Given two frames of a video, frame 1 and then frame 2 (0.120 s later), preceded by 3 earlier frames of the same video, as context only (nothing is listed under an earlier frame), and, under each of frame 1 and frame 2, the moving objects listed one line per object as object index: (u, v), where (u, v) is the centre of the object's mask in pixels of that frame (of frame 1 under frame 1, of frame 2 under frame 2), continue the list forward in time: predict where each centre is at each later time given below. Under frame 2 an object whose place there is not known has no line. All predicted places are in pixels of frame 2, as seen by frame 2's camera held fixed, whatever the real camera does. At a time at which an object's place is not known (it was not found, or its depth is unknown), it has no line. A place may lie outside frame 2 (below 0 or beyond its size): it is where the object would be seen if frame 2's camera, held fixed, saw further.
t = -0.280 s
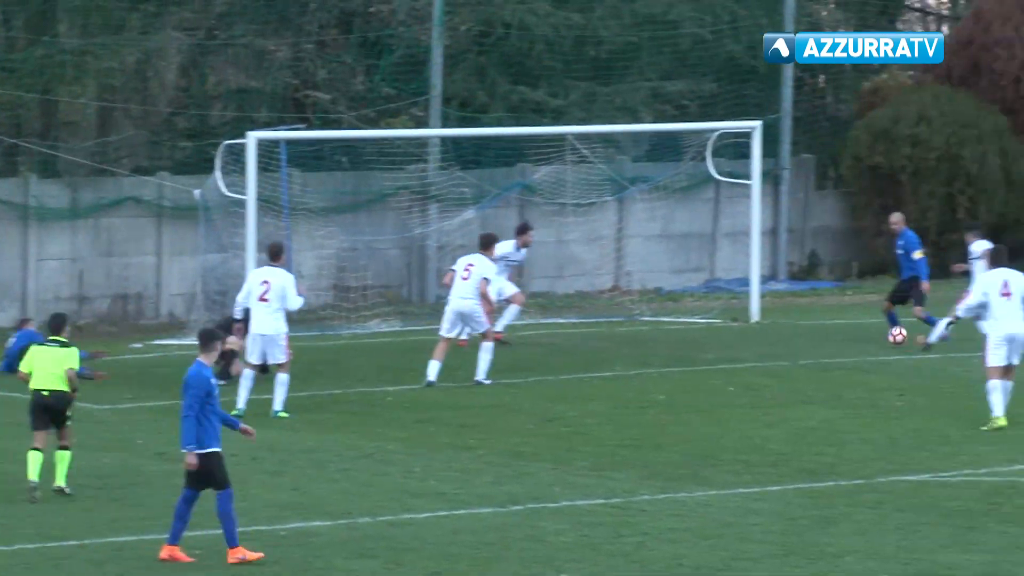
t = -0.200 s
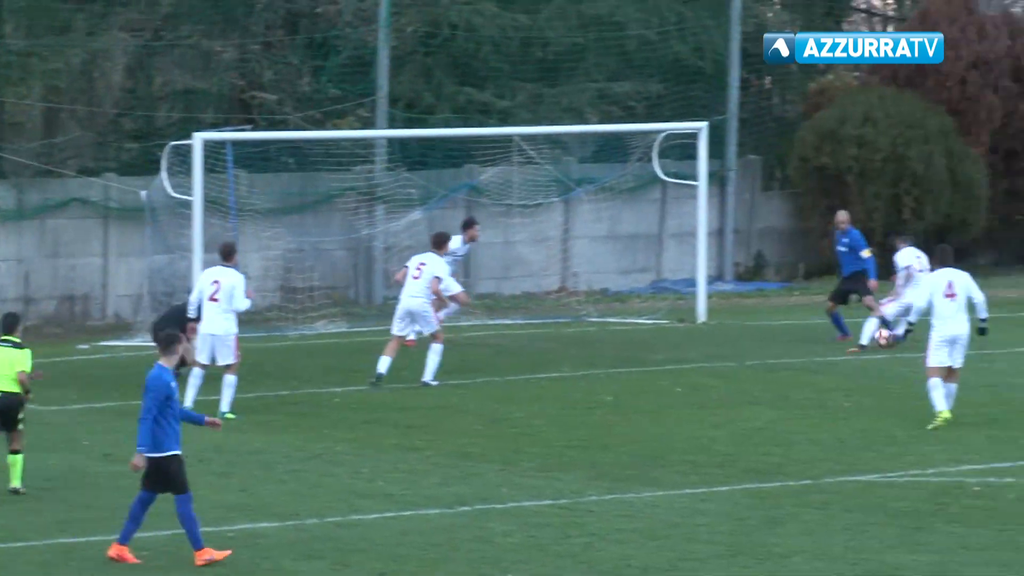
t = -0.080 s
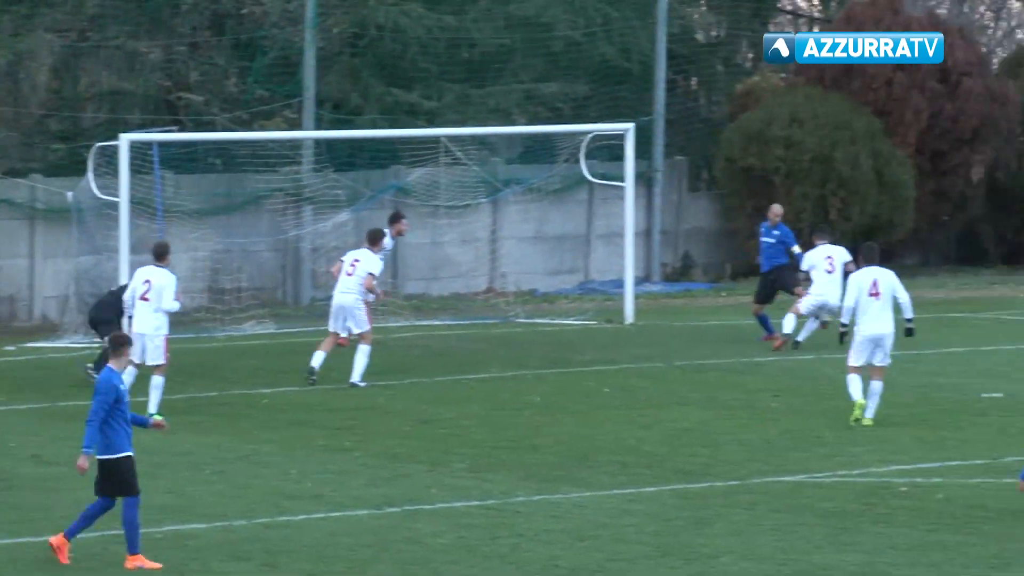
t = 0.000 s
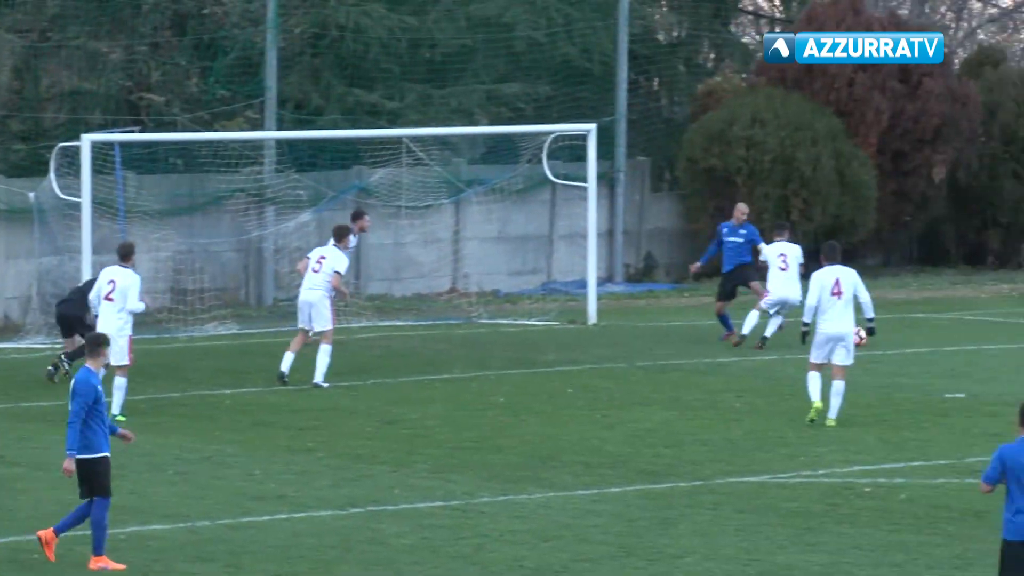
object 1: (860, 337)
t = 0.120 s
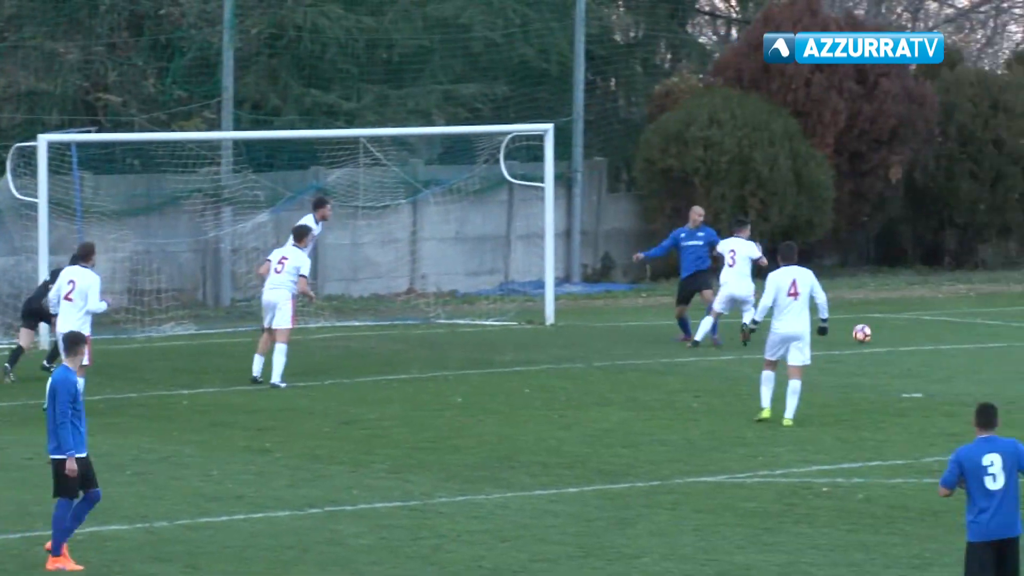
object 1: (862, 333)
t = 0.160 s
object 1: (874, 333)
